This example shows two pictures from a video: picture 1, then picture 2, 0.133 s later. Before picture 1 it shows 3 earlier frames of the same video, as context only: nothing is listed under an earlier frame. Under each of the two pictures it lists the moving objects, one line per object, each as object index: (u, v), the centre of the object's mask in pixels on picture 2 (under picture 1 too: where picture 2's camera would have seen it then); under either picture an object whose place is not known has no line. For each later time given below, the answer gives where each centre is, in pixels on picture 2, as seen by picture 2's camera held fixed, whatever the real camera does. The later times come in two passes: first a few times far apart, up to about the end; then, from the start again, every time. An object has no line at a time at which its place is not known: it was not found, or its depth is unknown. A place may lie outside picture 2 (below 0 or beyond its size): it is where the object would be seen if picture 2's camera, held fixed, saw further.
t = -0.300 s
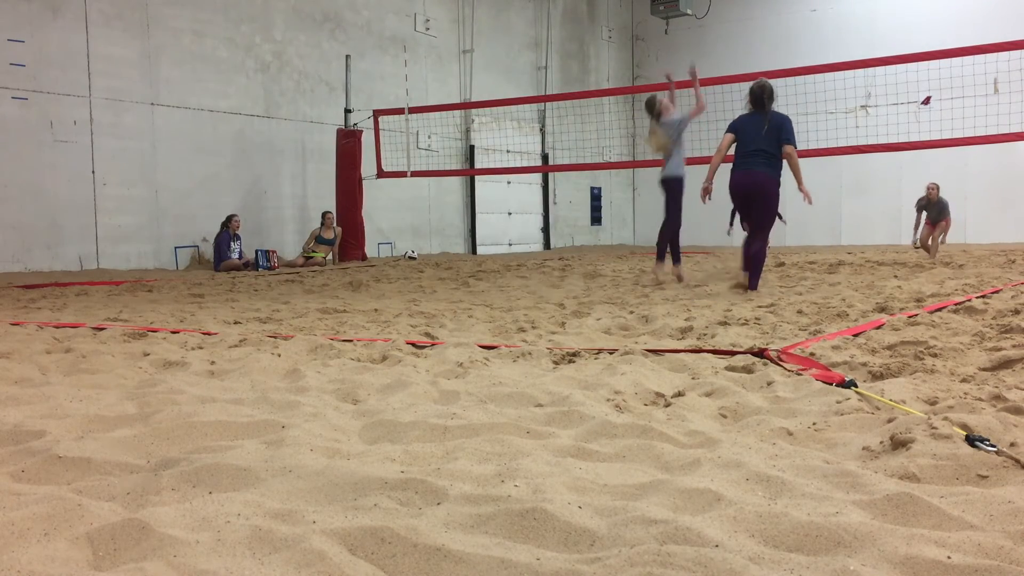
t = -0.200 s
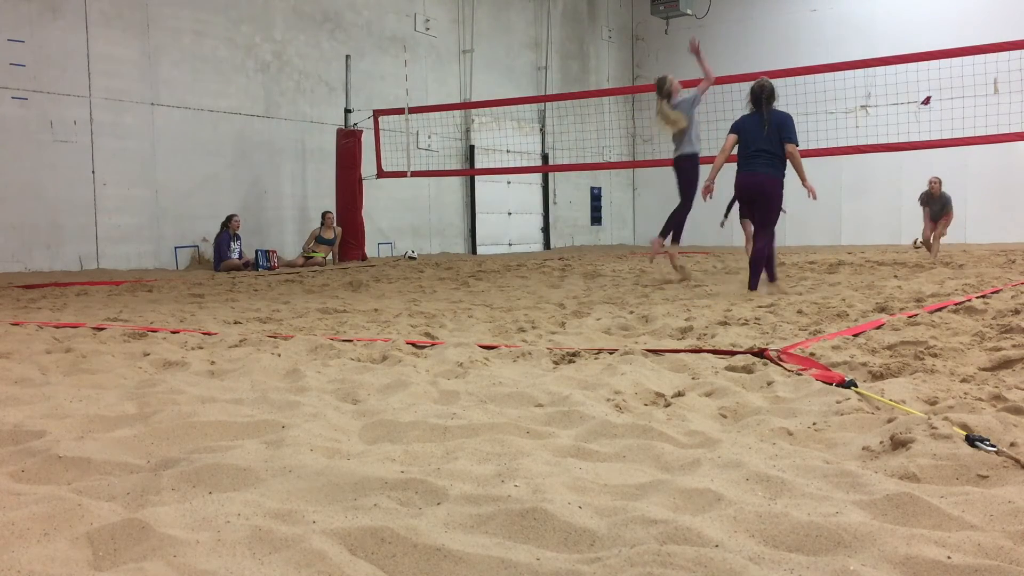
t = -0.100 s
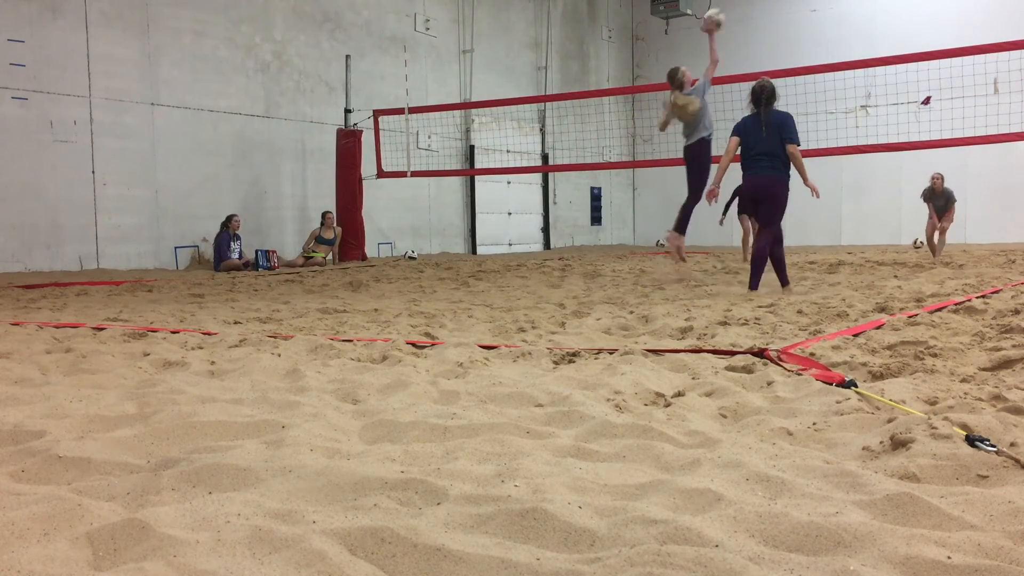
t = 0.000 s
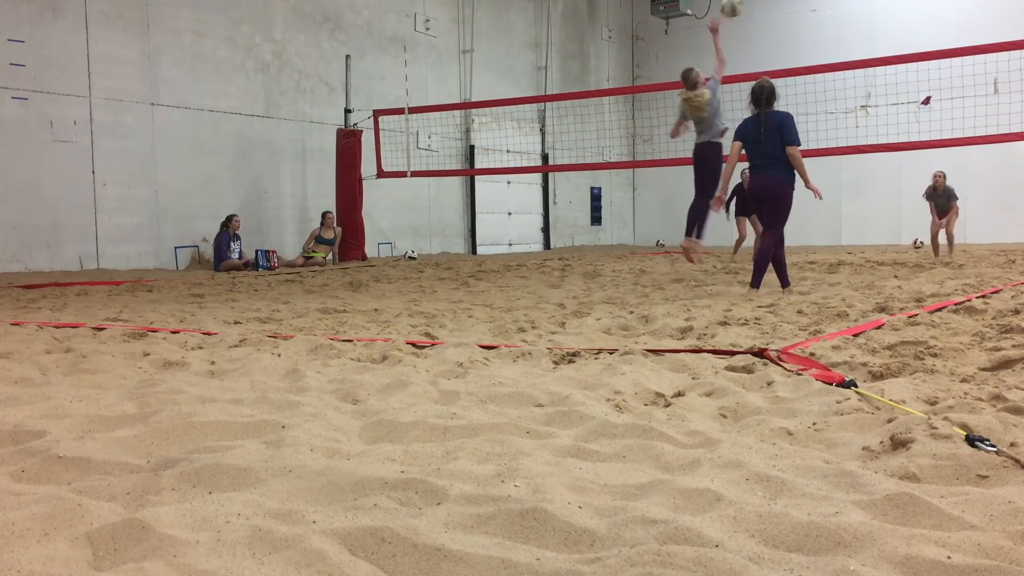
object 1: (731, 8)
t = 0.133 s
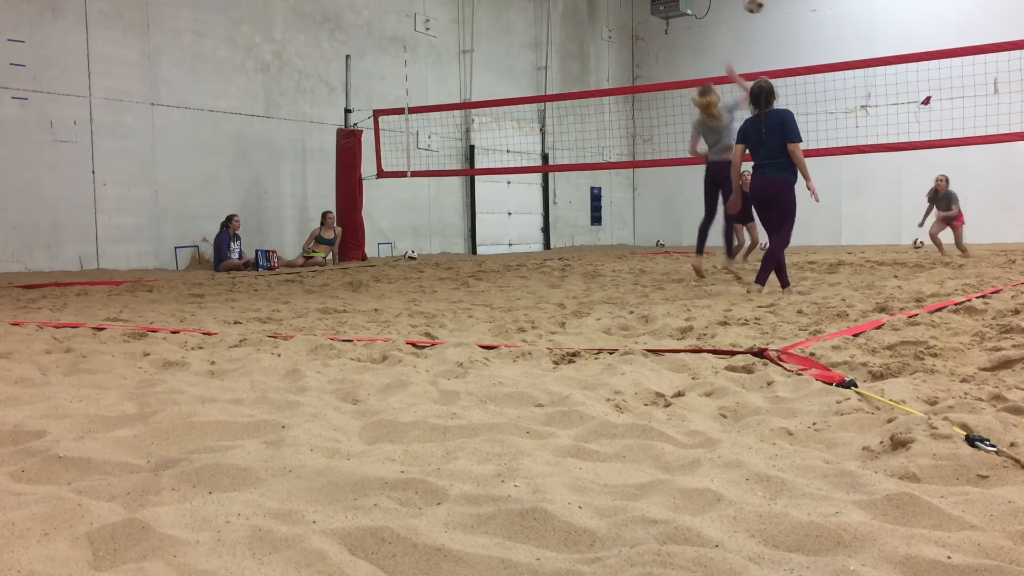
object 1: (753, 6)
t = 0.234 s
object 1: (771, 11)
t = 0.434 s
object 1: (800, 54)
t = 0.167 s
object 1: (760, 7)
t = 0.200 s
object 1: (765, 8)
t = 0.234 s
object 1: (771, 11)
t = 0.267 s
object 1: (775, 16)
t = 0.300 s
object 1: (781, 22)
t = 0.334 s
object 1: (785, 29)
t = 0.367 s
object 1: (790, 36)
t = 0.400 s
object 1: (795, 46)
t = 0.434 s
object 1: (800, 54)
